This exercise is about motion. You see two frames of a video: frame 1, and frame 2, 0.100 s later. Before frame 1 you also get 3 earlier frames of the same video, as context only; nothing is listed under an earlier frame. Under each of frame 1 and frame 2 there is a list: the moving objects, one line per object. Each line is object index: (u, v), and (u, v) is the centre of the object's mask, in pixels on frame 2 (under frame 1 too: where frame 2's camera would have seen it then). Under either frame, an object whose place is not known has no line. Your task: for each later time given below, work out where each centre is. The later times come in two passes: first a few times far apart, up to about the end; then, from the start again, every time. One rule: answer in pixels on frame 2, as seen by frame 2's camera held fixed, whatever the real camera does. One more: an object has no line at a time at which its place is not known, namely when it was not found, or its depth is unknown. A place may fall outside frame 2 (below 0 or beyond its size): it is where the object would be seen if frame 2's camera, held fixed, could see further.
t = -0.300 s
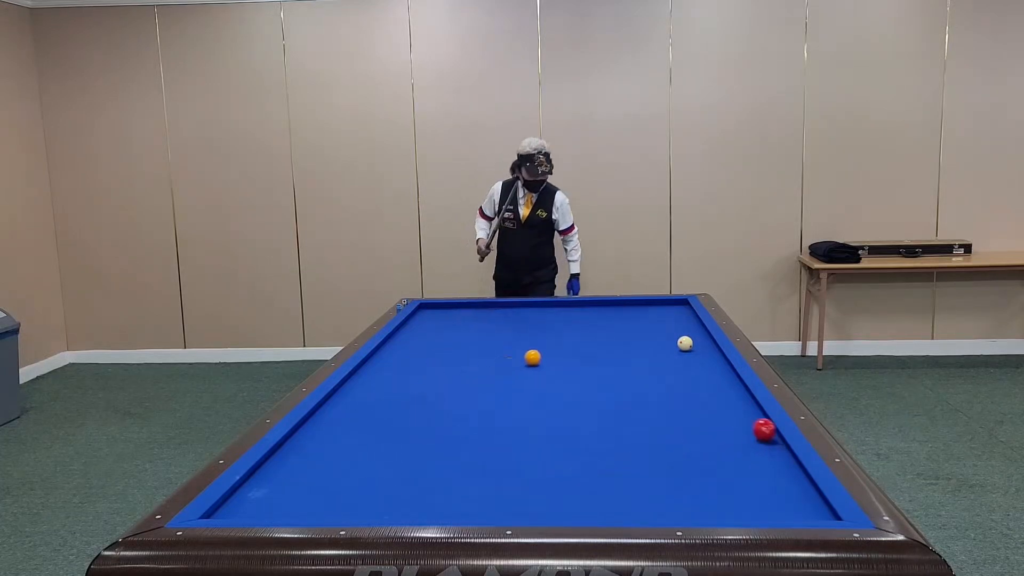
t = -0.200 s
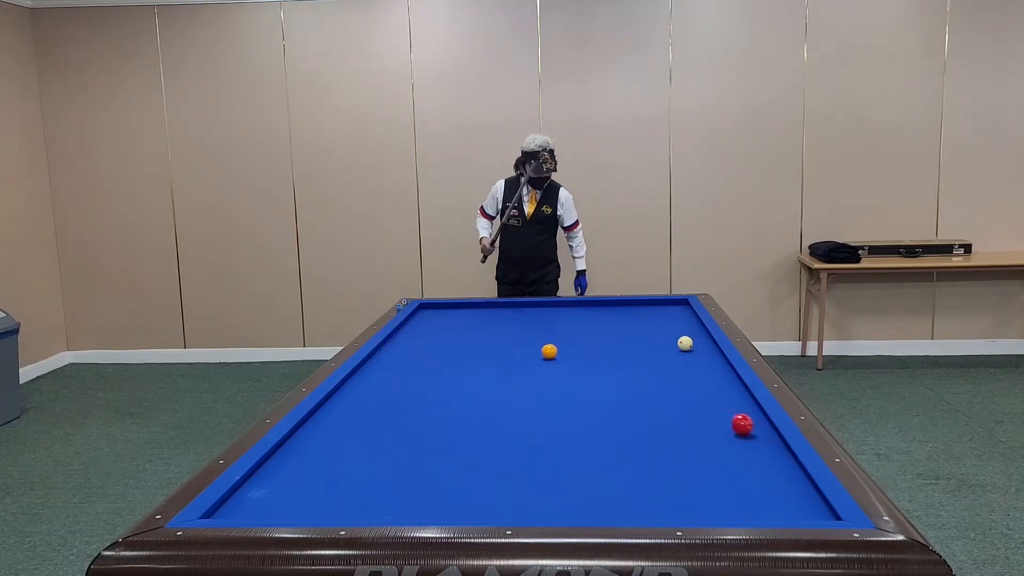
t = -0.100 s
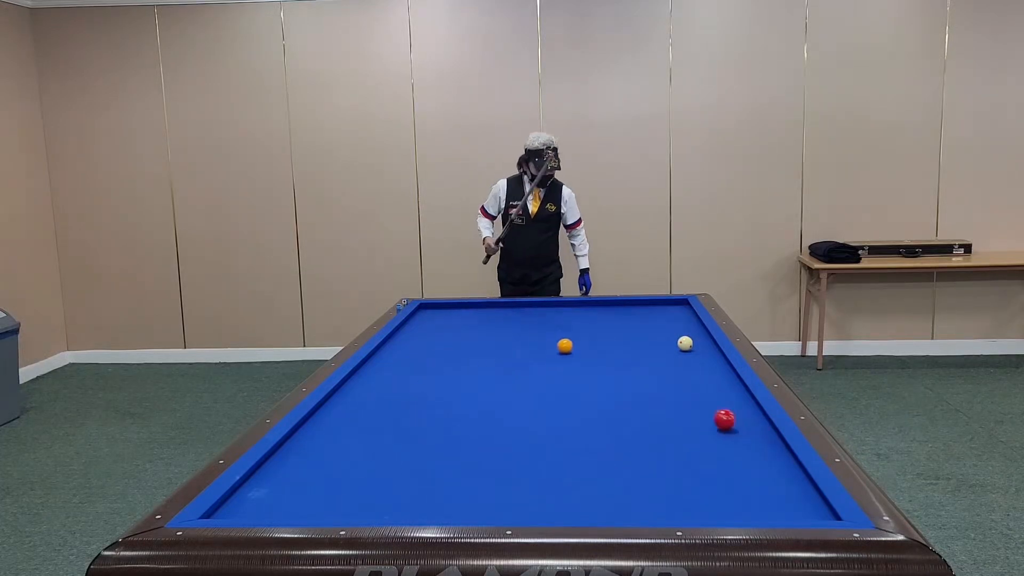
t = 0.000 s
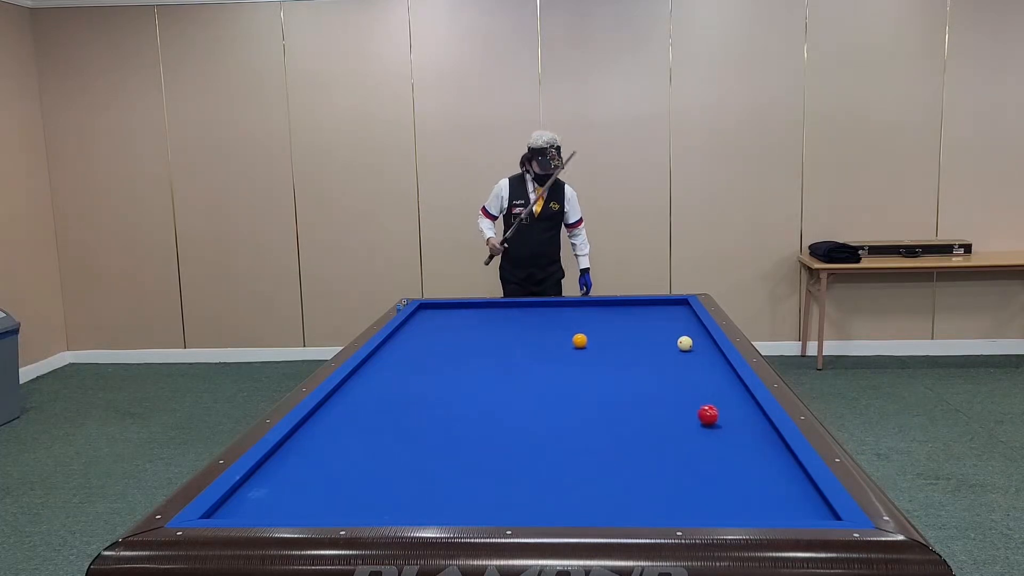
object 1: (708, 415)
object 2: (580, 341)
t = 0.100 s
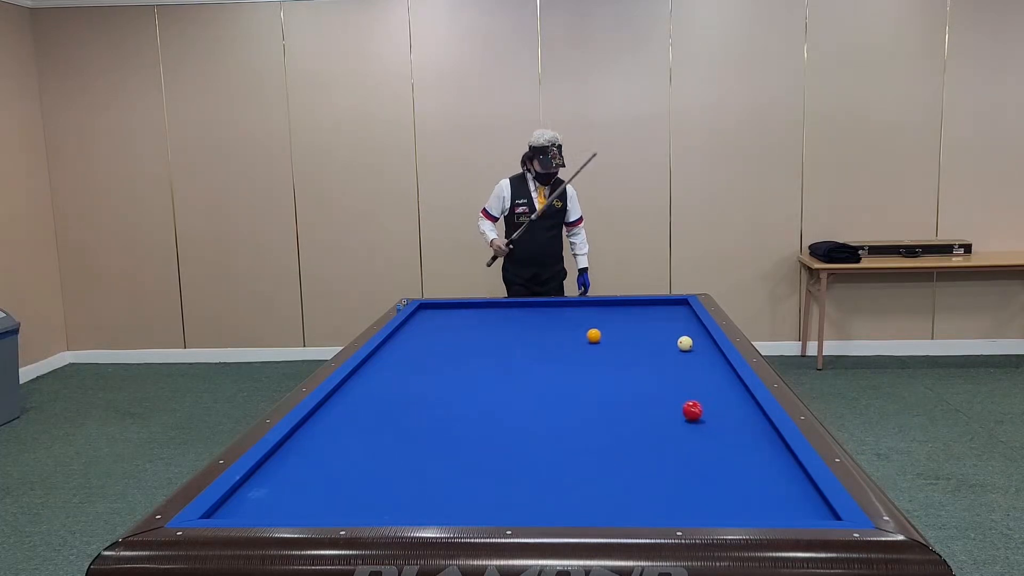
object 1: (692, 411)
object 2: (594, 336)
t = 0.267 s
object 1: (668, 404)
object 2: (616, 328)
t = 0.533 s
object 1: (632, 394)
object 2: (647, 317)
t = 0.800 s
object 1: (599, 385)
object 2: (674, 307)
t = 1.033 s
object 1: (573, 378)
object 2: (673, 301)
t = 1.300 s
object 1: (547, 371)
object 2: (674, 305)
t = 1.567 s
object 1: (522, 364)
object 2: (675, 308)
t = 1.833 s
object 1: (500, 358)
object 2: (676, 311)
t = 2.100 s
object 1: (480, 352)
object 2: (677, 314)
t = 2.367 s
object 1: (461, 347)
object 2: (678, 317)
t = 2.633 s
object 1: (444, 342)
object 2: (678, 320)
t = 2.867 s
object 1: (430, 339)
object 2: (679, 323)
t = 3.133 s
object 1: (415, 334)
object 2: (679, 326)
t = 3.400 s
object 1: (402, 331)
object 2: (680, 329)
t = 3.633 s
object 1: (408, 328)
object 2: (680, 331)
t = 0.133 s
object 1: (687, 409)
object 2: (598, 334)
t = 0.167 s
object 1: (682, 408)
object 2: (603, 332)
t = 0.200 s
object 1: (677, 407)
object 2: (607, 331)
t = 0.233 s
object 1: (673, 405)
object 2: (612, 329)
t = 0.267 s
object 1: (668, 404)
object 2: (616, 328)
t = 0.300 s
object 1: (663, 403)
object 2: (620, 326)
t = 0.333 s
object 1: (658, 402)
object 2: (624, 325)
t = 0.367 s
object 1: (654, 400)
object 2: (628, 323)
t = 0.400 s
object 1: (649, 399)
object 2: (632, 322)
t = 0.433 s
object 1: (645, 398)
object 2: (636, 321)
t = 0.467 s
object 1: (640, 396)
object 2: (640, 319)
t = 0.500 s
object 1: (636, 395)
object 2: (643, 318)
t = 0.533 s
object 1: (632, 394)
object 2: (647, 317)
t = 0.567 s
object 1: (627, 393)
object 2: (651, 315)
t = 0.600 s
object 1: (623, 391)
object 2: (654, 314)
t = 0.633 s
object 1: (619, 390)
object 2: (658, 313)
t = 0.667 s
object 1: (615, 389)
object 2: (661, 312)
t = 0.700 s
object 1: (611, 388)
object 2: (664, 310)
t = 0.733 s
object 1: (607, 387)
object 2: (668, 309)
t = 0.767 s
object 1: (603, 386)
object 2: (671, 308)
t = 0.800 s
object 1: (599, 385)
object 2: (674, 307)
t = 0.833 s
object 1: (596, 384)
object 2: (678, 306)
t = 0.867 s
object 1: (592, 383)
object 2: (681, 304)
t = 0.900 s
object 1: (588, 382)
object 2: (683, 303)
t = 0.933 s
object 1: (584, 381)
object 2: (680, 302)
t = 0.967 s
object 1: (581, 380)
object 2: (677, 302)
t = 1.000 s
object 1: (577, 379)
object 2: (674, 301)
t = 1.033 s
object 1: (573, 378)
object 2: (673, 301)
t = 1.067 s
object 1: (570, 377)
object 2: (673, 301)
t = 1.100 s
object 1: (566, 376)
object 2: (673, 302)
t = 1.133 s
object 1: (563, 375)
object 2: (674, 302)
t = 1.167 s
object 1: (560, 374)
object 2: (674, 303)
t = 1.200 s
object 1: (556, 373)
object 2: (674, 303)
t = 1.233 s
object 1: (553, 372)
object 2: (674, 304)
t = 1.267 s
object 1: (550, 372)
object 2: (674, 304)
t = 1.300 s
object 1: (547, 371)
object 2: (674, 305)
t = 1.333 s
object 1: (543, 370)
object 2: (674, 305)
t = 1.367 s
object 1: (540, 369)
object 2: (674, 305)
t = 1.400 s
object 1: (537, 368)
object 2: (675, 306)
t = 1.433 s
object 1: (534, 367)
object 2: (675, 306)
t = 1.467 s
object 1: (531, 367)
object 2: (675, 306)
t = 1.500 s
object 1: (528, 366)
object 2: (675, 307)
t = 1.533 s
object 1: (525, 365)
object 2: (675, 307)
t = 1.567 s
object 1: (522, 364)
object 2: (675, 308)
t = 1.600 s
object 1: (519, 363)
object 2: (675, 308)
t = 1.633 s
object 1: (517, 362)
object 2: (675, 309)
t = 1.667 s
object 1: (514, 362)
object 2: (675, 309)
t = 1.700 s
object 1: (511, 361)
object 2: (676, 309)
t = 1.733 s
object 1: (508, 360)
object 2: (676, 310)
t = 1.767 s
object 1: (505, 359)
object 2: (676, 310)
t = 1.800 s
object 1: (503, 359)
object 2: (676, 310)
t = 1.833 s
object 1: (500, 358)
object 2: (676, 311)
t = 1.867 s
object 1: (497, 357)
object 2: (676, 311)
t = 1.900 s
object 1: (495, 357)
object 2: (676, 312)
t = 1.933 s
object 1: (492, 356)
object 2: (676, 312)
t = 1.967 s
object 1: (490, 355)
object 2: (676, 313)
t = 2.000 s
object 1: (487, 354)
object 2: (676, 313)
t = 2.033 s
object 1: (485, 354)
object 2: (677, 313)
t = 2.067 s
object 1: (482, 353)
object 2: (677, 314)
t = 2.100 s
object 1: (480, 352)
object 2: (677, 314)
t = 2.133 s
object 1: (477, 352)
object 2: (677, 314)
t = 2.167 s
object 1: (475, 351)
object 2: (677, 315)
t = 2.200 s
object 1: (473, 350)
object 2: (677, 315)
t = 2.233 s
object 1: (470, 350)
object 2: (677, 316)
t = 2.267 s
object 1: (468, 349)
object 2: (677, 316)
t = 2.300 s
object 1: (465, 349)
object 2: (678, 317)
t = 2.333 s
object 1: (463, 348)
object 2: (678, 317)
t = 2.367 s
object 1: (461, 347)
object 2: (678, 317)
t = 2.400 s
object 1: (459, 347)
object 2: (678, 318)
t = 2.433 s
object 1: (457, 346)
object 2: (678, 318)
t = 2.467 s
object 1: (454, 346)
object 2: (678, 318)
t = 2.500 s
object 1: (452, 345)
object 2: (678, 319)
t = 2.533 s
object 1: (450, 344)
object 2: (678, 319)
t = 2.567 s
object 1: (448, 344)
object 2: (678, 320)
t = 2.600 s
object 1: (446, 343)
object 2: (678, 320)
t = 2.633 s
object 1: (444, 342)
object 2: (678, 320)
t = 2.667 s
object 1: (442, 342)
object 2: (679, 321)
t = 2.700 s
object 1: (440, 341)
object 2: (679, 321)
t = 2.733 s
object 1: (438, 341)
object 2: (679, 321)
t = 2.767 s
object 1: (436, 340)
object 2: (679, 322)
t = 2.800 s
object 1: (434, 340)
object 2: (679, 322)
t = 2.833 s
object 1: (432, 339)
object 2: (679, 323)
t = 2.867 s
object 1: (430, 339)
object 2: (679, 323)
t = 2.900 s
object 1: (428, 338)
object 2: (679, 323)
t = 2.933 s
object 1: (426, 337)
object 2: (679, 324)
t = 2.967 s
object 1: (424, 337)
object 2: (679, 324)
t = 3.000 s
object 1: (422, 336)
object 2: (679, 324)
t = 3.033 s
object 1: (420, 336)
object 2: (679, 325)
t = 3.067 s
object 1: (419, 336)
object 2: (679, 325)
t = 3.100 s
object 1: (417, 335)
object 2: (679, 325)
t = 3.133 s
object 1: (415, 334)
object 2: (679, 326)
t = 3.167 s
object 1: (413, 334)
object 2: (679, 326)
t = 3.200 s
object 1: (412, 334)
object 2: (679, 326)
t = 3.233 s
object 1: (410, 333)
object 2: (680, 327)
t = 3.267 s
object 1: (408, 333)
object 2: (680, 327)
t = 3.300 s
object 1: (407, 332)
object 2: (680, 328)
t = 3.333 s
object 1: (405, 332)
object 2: (680, 328)
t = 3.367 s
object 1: (403, 331)
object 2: (680, 328)
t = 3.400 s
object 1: (402, 331)
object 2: (680, 329)
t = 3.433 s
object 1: (400, 330)
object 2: (680, 329)
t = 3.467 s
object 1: (401, 330)
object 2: (680, 329)
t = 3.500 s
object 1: (403, 329)
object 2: (680, 329)
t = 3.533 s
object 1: (404, 329)
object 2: (680, 330)
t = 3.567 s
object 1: (406, 329)
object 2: (680, 330)
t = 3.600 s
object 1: (407, 328)
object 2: (680, 330)
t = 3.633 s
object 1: (408, 328)
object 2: (680, 331)
